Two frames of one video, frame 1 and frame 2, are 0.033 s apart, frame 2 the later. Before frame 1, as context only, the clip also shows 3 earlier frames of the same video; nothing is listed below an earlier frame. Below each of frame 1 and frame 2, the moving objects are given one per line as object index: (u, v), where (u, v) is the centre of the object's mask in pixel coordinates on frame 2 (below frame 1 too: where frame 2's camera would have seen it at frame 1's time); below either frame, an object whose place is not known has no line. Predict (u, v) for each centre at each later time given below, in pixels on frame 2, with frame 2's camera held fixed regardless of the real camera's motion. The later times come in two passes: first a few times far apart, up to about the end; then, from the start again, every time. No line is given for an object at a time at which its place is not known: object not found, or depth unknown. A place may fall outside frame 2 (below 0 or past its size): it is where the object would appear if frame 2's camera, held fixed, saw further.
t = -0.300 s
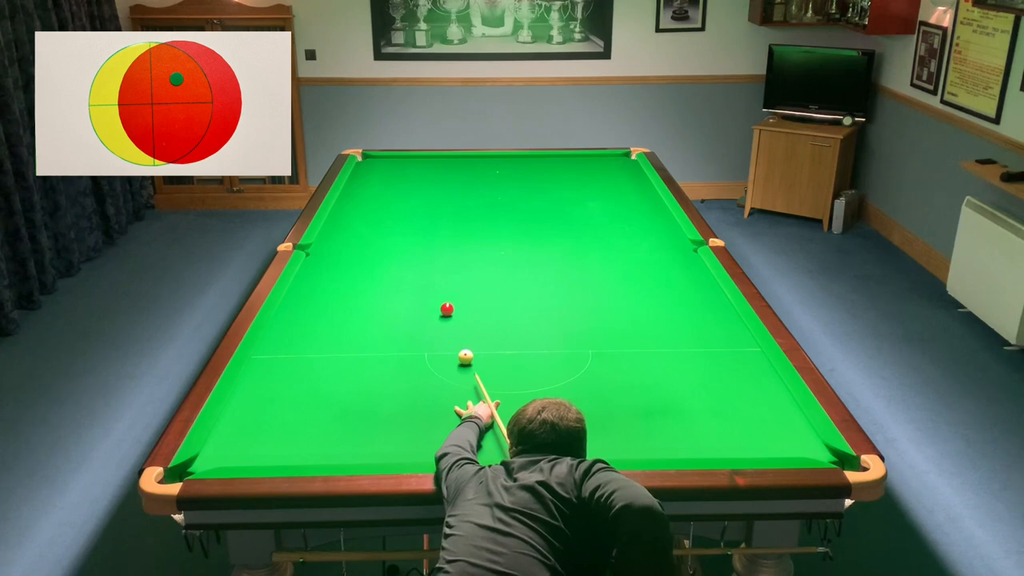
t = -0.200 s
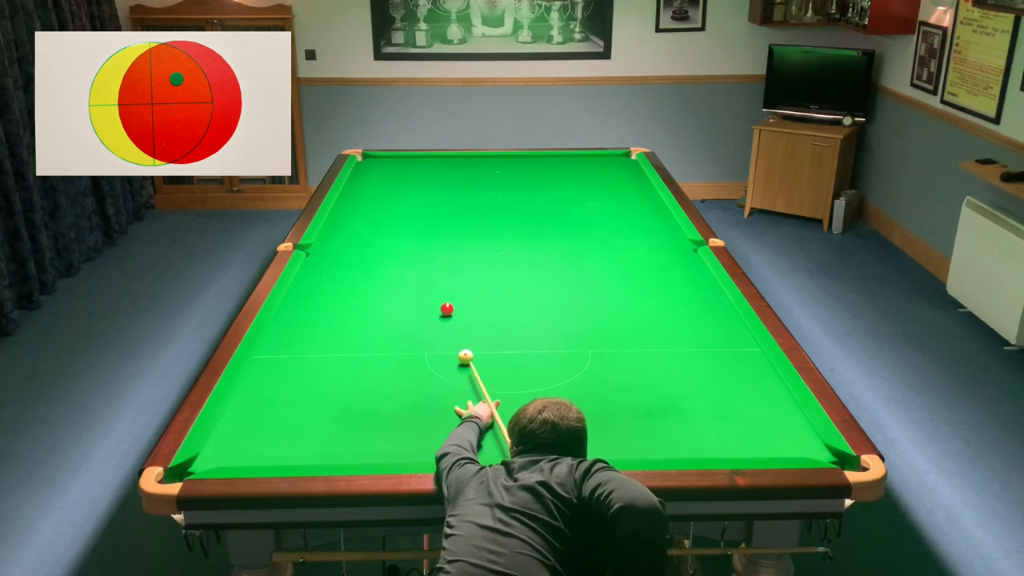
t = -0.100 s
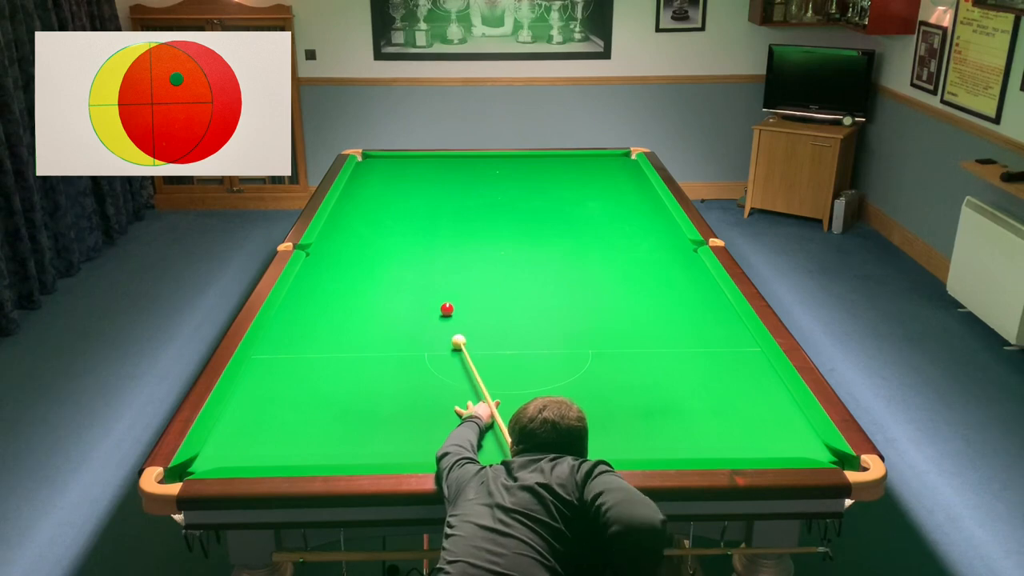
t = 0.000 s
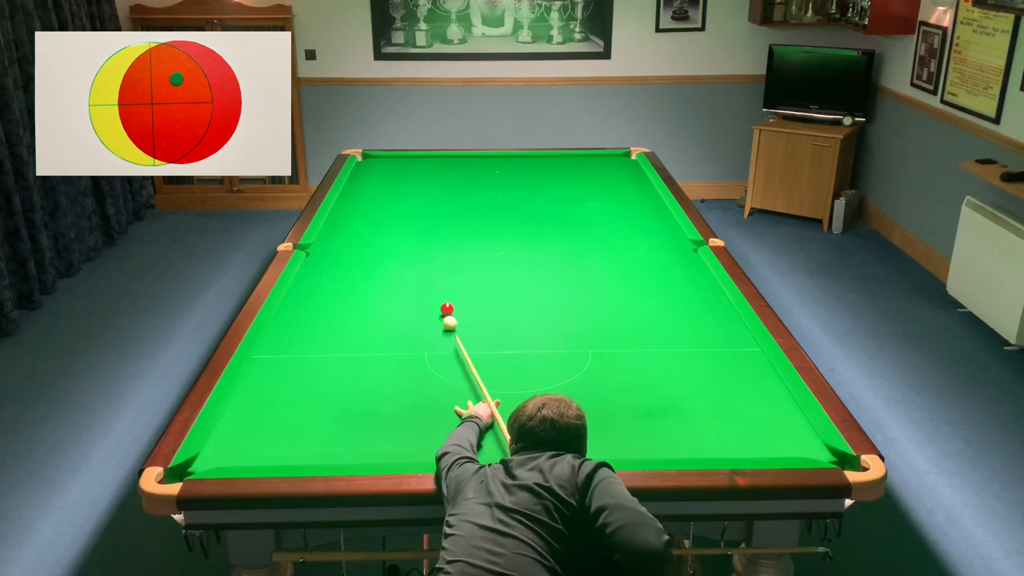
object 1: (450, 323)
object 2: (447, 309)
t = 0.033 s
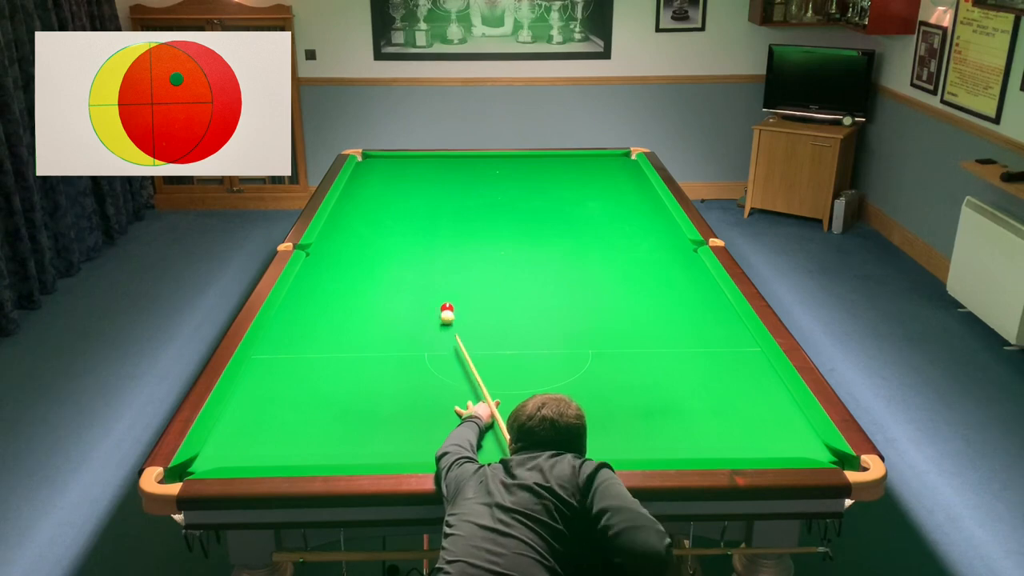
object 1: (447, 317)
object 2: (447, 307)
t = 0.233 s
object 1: (427, 311)
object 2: (450, 286)
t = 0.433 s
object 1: (409, 302)
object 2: (452, 268)
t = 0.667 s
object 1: (390, 292)
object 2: (455, 250)
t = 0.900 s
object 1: (372, 283)
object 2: (457, 234)
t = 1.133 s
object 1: (356, 275)
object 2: (459, 219)
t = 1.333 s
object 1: (343, 269)
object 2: (461, 208)
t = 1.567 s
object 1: (328, 262)
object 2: (462, 197)
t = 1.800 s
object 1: (315, 255)
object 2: (463, 186)
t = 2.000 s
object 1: (309, 250)
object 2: (465, 178)
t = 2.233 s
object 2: (466, 169)
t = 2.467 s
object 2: (467, 161)
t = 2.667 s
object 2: (468, 158)
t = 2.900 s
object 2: (468, 163)
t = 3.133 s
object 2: (468, 167)
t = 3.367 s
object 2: (467, 172)
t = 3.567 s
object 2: (467, 176)
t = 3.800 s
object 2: (467, 181)
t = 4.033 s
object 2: (467, 186)
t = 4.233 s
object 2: (467, 190)
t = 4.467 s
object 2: (467, 194)
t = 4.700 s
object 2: (467, 199)
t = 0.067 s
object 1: (444, 314)
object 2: (448, 305)
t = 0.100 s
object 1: (441, 314)
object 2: (448, 302)
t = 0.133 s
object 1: (437, 313)
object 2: (448, 297)
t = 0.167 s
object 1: (434, 313)
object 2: (449, 293)
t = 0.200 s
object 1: (430, 312)
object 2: (450, 289)
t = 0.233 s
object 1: (427, 311)
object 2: (450, 286)
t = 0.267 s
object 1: (424, 309)
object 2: (450, 282)
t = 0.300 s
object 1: (421, 307)
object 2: (451, 279)
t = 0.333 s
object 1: (418, 306)
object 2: (451, 276)
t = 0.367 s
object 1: (415, 305)
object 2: (452, 273)
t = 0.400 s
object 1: (412, 303)
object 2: (452, 271)
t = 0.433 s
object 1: (409, 302)
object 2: (452, 268)
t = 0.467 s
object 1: (406, 301)
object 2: (453, 265)
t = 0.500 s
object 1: (403, 299)
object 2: (453, 262)
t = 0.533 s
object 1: (401, 298)
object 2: (454, 260)
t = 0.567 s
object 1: (398, 297)
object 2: (454, 257)
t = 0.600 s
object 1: (395, 295)
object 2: (454, 254)
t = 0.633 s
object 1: (392, 294)
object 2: (455, 252)
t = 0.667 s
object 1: (390, 292)
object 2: (455, 250)
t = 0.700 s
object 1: (387, 291)
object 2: (456, 247)
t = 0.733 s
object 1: (385, 290)
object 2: (456, 245)
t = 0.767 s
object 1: (382, 288)
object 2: (456, 243)
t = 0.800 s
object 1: (380, 287)
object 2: (456, 240)
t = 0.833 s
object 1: (378, 286)
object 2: (457, 238)
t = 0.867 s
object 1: (375, 285)
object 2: (457, 236)
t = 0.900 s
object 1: (372, 283)
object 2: (457, 234)
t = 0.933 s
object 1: (370, 282)
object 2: (458, 231)
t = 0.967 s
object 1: (368, 281)
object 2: (458, 229)
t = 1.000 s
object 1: (365, 280)
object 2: (458, 227)
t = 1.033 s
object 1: (363, 279)
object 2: (458, 225)
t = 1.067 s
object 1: (361, 277)
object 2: (459, 223)
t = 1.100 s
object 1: (358, 276)
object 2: (459, 221)
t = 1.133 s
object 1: (356, 275)
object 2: (459, 219)
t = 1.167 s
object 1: (353, 274)
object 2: (459, 217)
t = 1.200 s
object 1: (351, 273)
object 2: (460, 216)
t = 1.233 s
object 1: (349, 272)
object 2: (460, 214)
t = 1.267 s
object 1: (347, 271)
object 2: (460, 212)
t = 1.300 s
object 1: (345, 270)
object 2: (460, 210)
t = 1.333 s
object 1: (343, 269)
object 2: (461, 208)
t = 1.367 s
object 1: (340, 268)
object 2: (461, 206)
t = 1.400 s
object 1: (339, 267)
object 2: (461, 205)
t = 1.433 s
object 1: (336, 266)
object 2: (461, 203)
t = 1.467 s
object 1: (335, 265)
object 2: (462, 201)
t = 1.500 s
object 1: (333, 264)
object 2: (462, 200)
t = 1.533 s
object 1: (331, 263)
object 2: (462, 198)
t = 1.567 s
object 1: (328, 262)
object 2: (462, 197)
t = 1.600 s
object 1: (327, 261)
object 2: (462, 195)
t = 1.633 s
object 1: (324, 260)
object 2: (462, 193)
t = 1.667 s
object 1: (322, 259)
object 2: (463, 192)
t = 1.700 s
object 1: (321, 259)
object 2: (463, 190)
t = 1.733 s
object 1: (319, 257)
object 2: (463, 189)
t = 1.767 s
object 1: (317, 256)
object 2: (463, 187)
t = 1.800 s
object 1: (315, 255)
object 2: (463, 186)
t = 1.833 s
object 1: (313, 255)
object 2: (463, 185)
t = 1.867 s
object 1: (312, 254)
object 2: (464, 183)
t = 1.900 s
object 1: (310, 253)
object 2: (464, 182)
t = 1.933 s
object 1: (310, 252)
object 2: (464, 181)
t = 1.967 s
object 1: (309, 251)
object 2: (464, 179)
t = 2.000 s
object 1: (309, 250)
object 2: (465, 178)
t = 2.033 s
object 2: (465, 177)
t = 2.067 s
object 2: (465, 175)
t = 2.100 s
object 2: (465, 174)
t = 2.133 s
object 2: (465, 173)
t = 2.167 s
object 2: (465, 171)
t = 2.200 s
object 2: (466, 170)
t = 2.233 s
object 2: (466, 169)
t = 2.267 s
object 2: (466, 168)
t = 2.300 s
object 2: (466, 166)
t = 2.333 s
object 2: (466, 165)
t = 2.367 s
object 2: (467, 164)
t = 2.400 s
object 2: (467, 163)
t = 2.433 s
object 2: (467, 162)
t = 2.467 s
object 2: (467, 161)
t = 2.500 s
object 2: (467, 160)
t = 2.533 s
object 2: (467, 159)
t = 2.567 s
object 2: (468, 158)
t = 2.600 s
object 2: (468, 157)
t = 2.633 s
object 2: (468, 157)
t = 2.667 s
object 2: (468, 158)
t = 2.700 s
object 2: (468, 158)
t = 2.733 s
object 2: (468, 159)
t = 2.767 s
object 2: (468, 160)
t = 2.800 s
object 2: (468, 161)
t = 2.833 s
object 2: (468, 161)
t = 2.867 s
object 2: (468, 162)
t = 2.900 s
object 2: (468, 163)
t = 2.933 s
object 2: (468, 163)
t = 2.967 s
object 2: (468, 164)
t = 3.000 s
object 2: (468, 165)
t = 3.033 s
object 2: (468, 165)
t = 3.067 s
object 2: (468, 166)
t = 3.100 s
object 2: (468, 167)
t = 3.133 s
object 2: (468, 167)
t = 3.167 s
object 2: (468, 168)
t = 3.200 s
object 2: (468, 169)
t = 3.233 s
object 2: (467, 169)
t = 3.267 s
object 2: (468, 170)
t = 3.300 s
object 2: (468, 171)
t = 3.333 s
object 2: (468, 171)
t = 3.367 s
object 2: (467, 172)
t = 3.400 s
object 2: (468, 173)
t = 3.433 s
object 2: (467, 173)
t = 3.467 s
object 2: (467, 174)
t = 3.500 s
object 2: (467, 175)
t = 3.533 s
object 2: (467, 176)
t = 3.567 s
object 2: (467, 176)
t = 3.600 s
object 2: (467, 177)
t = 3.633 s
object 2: (467, 177)
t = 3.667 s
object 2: (467, 178)
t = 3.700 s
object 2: (467, 179)
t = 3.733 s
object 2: (467, 180)
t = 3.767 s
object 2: (467, 180)
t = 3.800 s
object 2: (467, 181)
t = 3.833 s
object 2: (467, 182)
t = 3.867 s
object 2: (467, 182)
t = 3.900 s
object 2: (467, 183)
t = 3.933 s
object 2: (467, 184)
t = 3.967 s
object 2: (467, 184)
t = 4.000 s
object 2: (467, 185)
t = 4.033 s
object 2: (467, 186)
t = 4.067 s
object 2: (467, 186)
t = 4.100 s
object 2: (467, 187)
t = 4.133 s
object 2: (467, 188)
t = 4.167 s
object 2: (468, 188)
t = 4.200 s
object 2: (467, 189)
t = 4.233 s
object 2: (467, 190)
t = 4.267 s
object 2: (467, 190)
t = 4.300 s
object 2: (467, 191)
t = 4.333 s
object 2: (467, 192)
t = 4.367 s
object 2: (467, 192)
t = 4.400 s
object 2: (467, 193)
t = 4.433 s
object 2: (467, 194)
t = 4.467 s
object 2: (467, 194)
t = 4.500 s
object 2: (467, 195)
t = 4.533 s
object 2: (467, 196)
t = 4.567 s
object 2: (467, 197)
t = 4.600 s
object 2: (467, 197)
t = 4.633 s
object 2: (467, 198)
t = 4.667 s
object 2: (467, 198)
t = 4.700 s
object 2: (467, 199)
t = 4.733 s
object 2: (467, 200)
